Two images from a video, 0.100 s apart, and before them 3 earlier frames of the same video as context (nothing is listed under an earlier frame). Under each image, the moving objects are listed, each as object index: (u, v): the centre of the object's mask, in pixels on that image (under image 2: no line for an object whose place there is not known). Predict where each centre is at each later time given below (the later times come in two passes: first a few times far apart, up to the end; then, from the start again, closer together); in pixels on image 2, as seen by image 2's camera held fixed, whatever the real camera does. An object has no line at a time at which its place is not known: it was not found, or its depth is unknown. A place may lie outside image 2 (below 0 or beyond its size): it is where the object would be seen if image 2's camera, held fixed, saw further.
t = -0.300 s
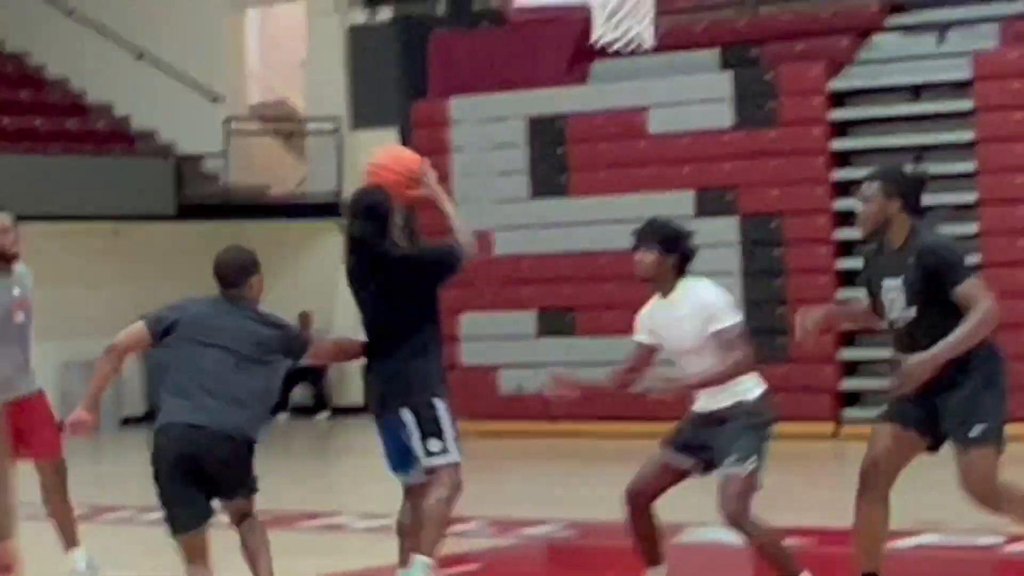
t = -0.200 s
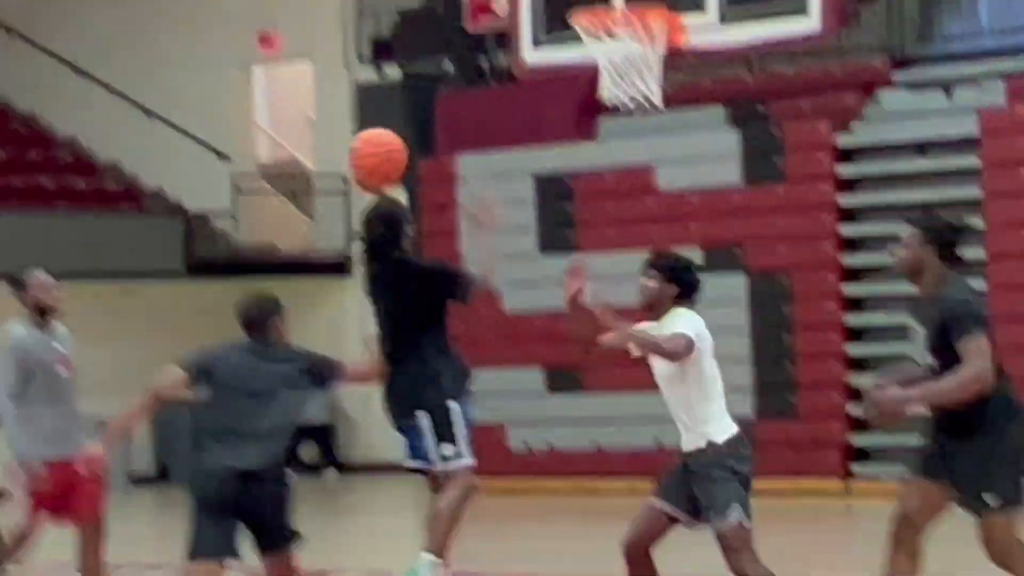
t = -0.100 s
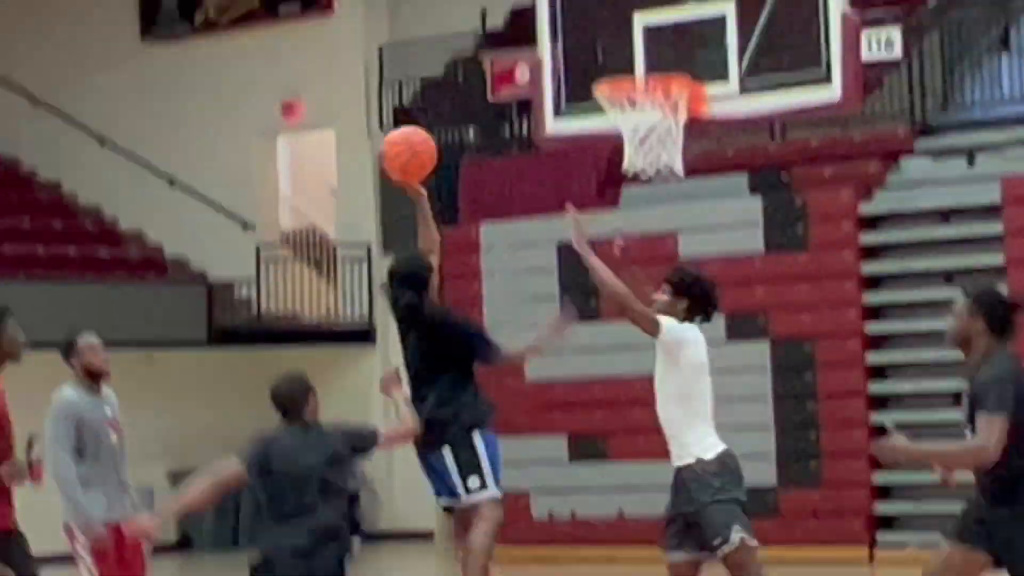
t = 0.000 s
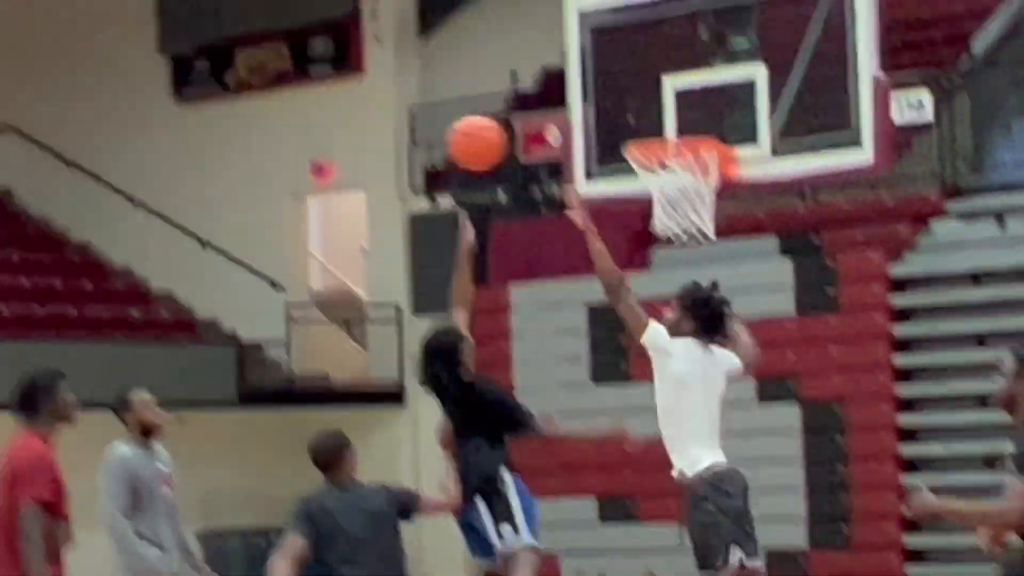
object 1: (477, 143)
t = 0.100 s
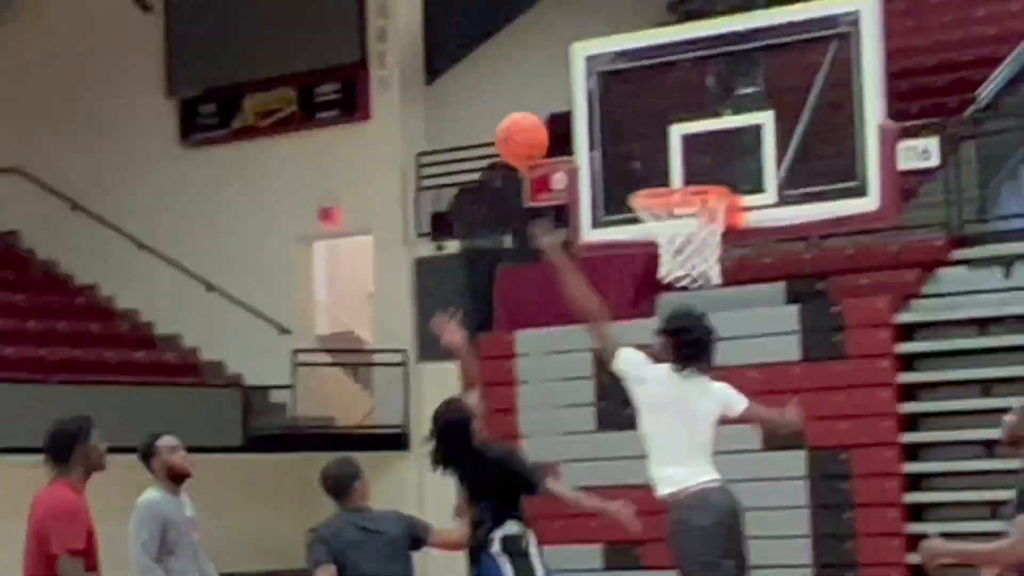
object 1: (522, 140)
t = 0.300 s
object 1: (594, 111)
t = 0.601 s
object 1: (693, 197)
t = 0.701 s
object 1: (673, 272)
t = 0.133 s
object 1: (534, 129)
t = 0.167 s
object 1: (545, 121)
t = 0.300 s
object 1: (594, 111)
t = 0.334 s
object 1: (606, 114)
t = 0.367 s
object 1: (617, 119)
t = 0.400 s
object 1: (628, 127)
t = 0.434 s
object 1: (640, 137)
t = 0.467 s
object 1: (651, 148)
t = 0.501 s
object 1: (663, 161)
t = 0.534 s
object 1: (674, 171)
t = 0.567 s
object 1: (686, 182)
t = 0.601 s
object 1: (693, 197)
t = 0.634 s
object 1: (708, 195)
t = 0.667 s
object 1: (719, 198)
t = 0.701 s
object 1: (673, 272)
